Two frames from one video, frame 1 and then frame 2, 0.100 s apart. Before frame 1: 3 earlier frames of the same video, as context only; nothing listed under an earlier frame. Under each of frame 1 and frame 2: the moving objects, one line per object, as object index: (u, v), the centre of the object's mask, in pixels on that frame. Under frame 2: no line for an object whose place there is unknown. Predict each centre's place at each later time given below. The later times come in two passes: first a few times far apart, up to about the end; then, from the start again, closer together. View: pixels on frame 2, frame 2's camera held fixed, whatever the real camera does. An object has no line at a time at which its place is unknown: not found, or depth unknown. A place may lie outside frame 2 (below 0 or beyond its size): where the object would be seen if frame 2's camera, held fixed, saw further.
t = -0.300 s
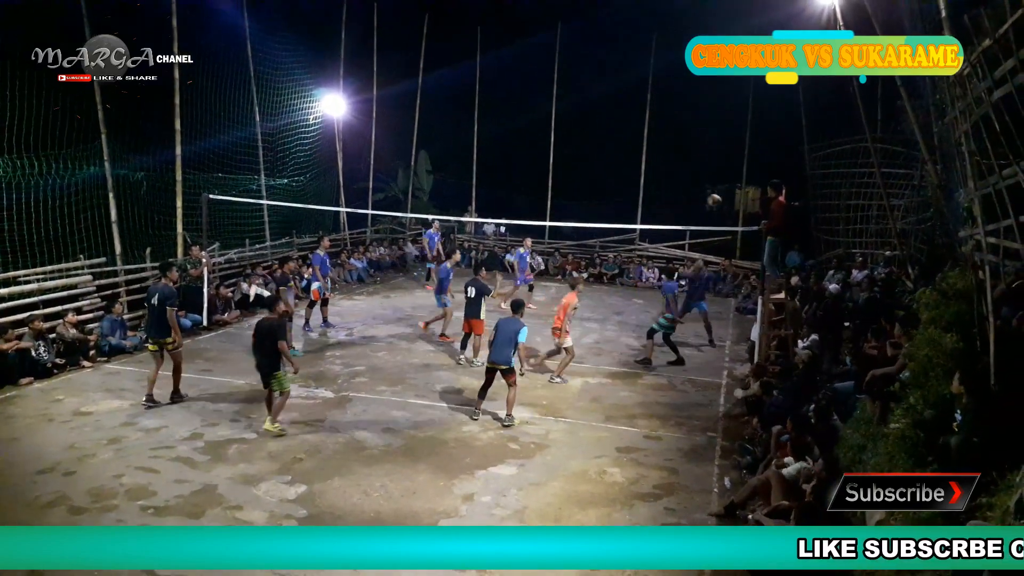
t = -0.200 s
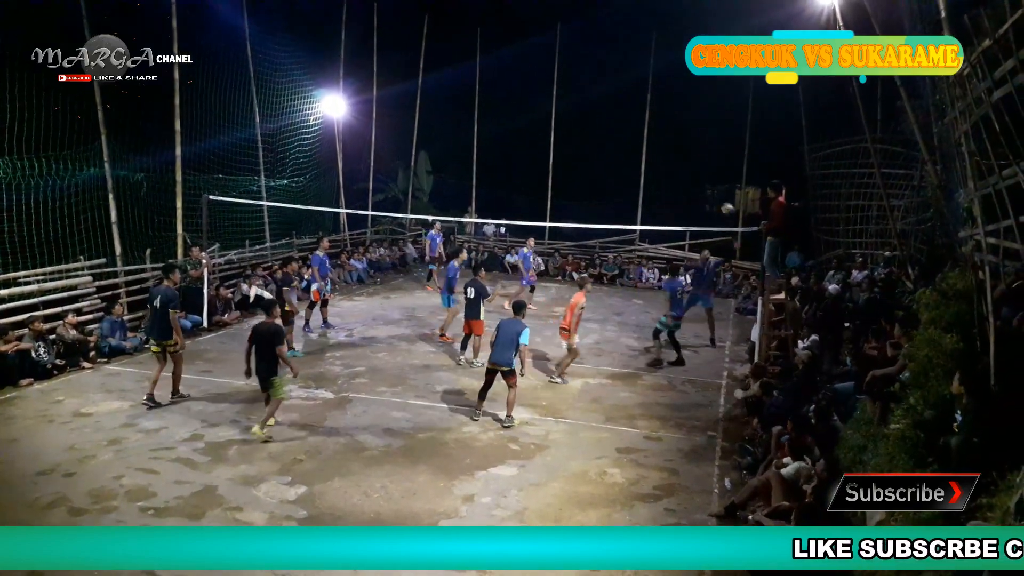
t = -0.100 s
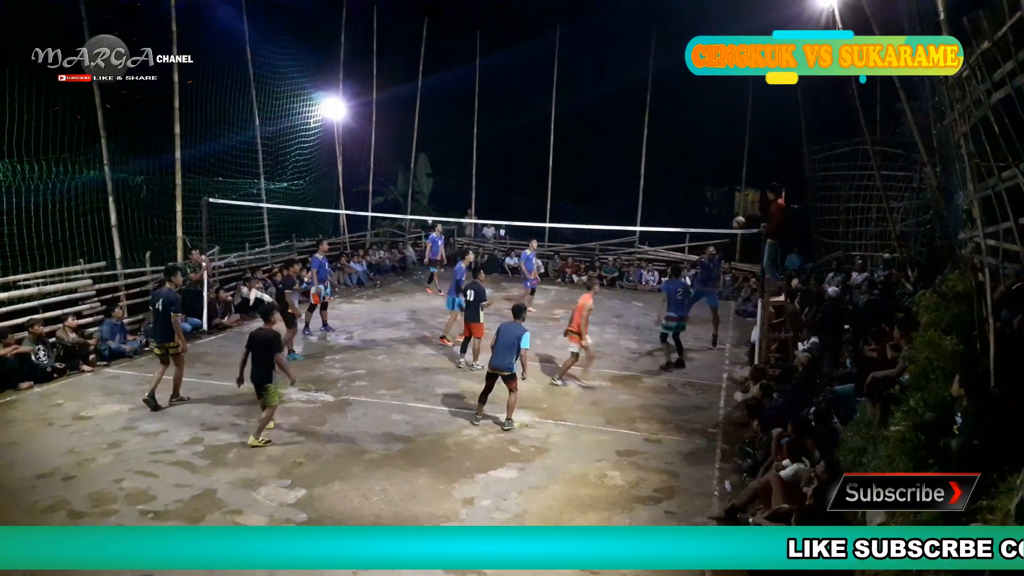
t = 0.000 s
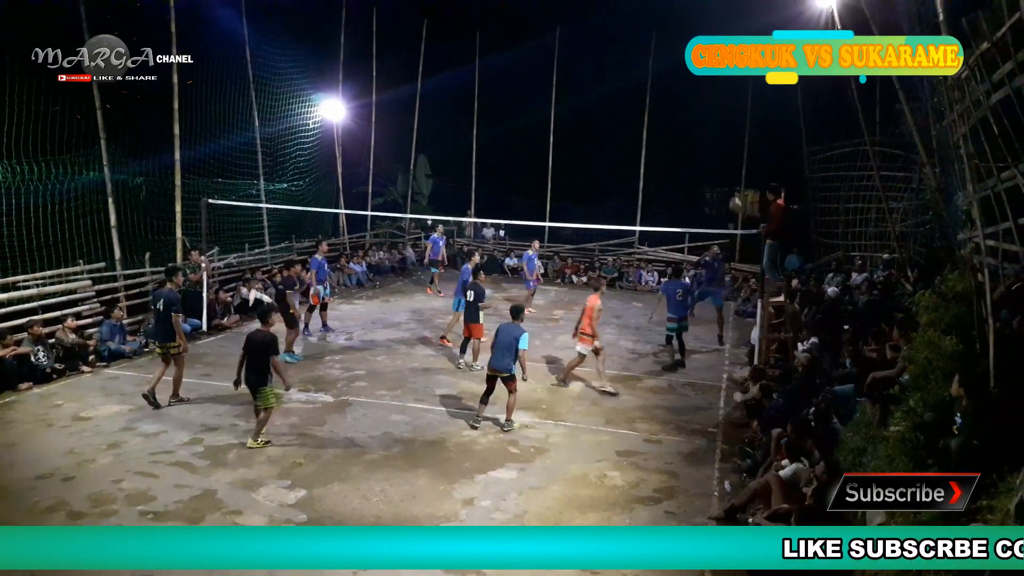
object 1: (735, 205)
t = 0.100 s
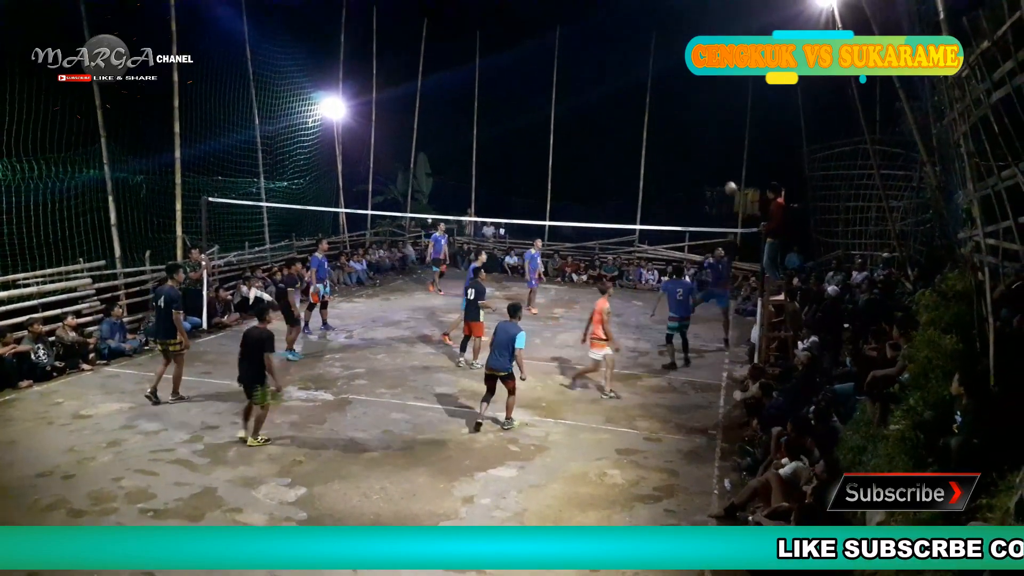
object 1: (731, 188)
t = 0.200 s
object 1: (726, 180)
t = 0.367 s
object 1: (716, 176)
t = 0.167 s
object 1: (727, 182)
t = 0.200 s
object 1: (726, 180)
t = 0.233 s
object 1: (724, 178)
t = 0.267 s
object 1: (722, 176)
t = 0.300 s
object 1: (720, 176)
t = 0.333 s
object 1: (718, 175)
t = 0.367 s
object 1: (716, 176)
